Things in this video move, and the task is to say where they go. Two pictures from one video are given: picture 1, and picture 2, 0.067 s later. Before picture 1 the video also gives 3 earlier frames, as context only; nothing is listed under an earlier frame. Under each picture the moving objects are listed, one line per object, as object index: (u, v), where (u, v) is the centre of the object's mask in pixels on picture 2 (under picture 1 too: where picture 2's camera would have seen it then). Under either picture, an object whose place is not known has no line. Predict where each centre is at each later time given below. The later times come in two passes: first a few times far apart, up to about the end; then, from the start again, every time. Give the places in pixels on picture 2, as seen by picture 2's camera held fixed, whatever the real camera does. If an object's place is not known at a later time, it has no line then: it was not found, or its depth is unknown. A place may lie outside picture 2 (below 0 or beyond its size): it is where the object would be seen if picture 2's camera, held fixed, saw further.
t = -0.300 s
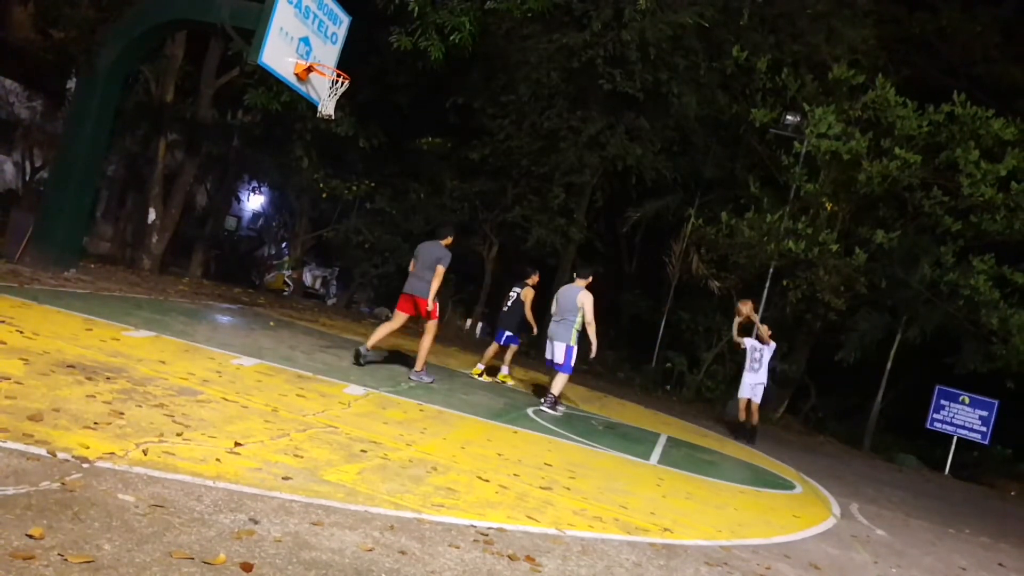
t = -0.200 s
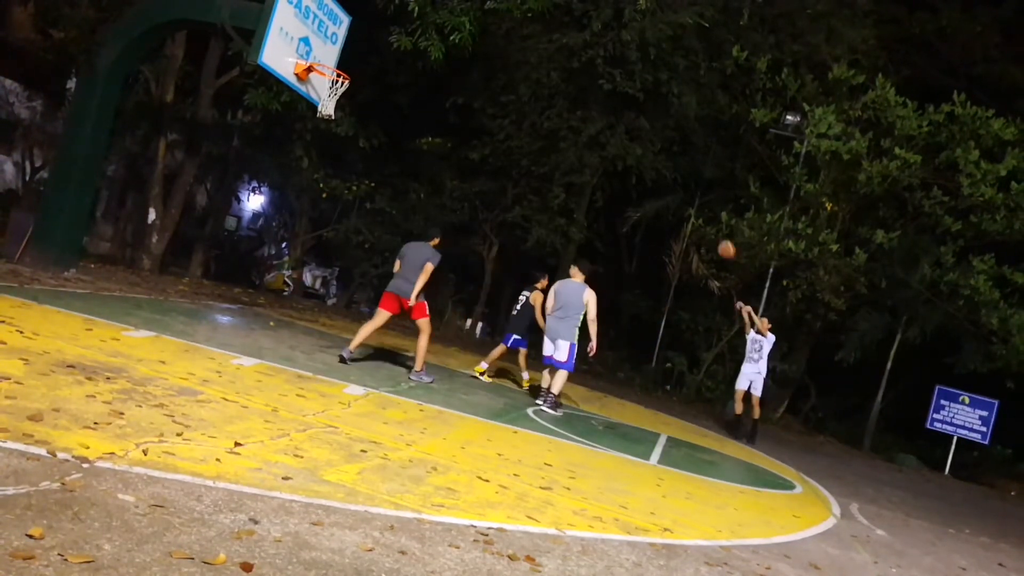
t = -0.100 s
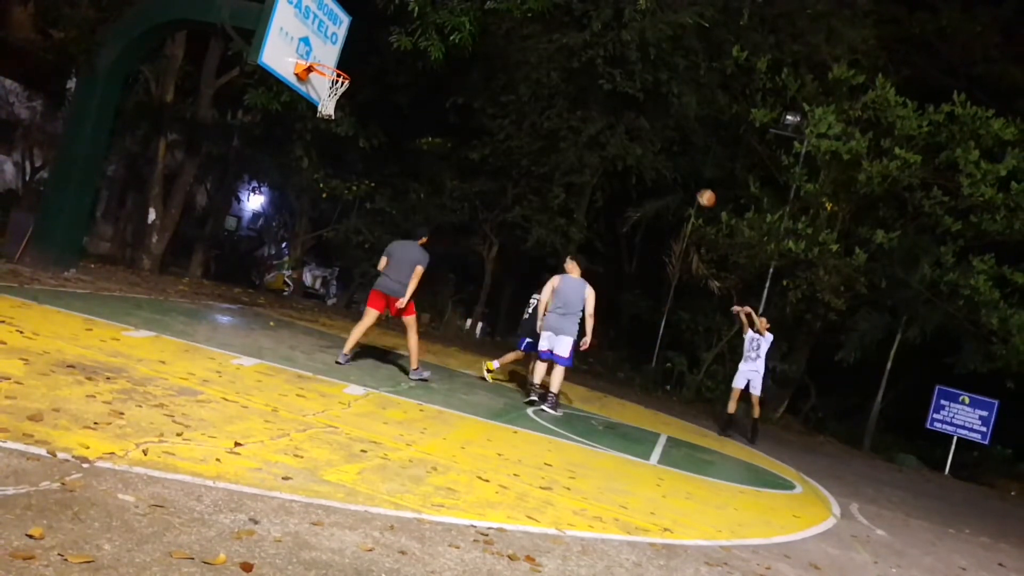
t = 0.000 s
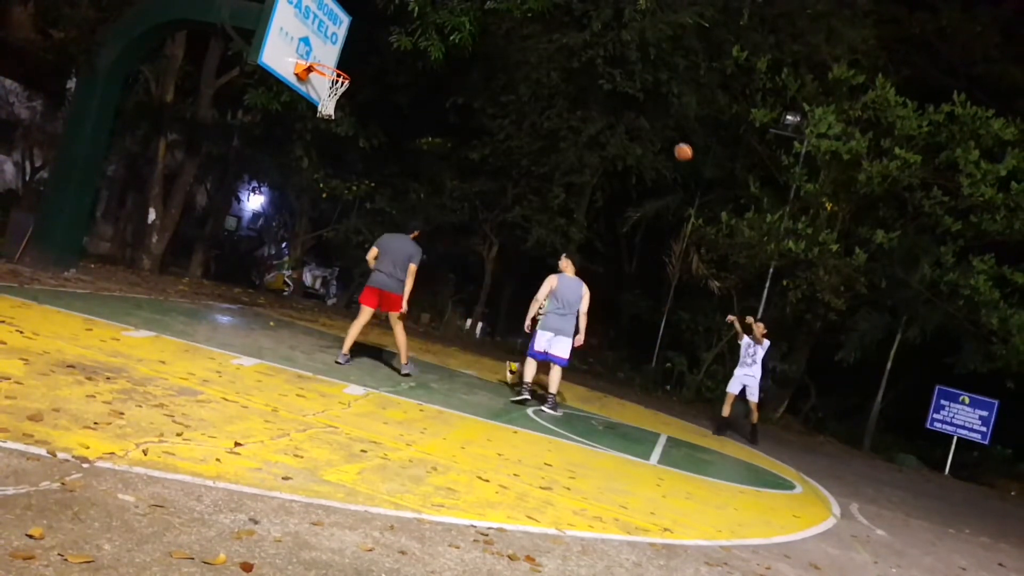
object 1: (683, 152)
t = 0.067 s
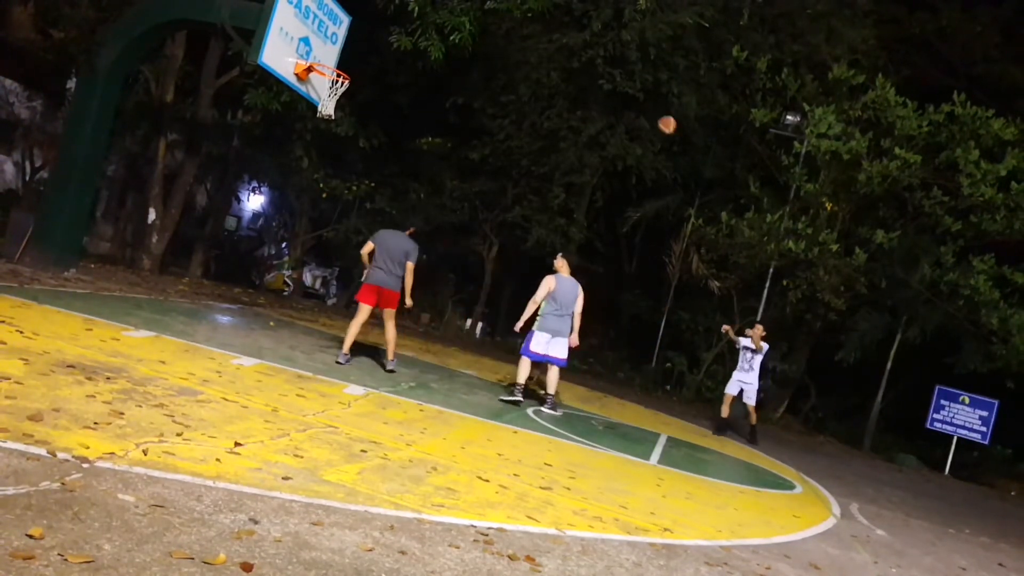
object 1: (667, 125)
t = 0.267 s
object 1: (611, 61)
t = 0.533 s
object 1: (525, 19)
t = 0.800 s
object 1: (412, 29)
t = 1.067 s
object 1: (319, 47)
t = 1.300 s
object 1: (268, 51)
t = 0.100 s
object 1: (658, 112)
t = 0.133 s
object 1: (650, 101)
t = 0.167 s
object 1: (640, 90)
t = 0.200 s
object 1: (631, 79)
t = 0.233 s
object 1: (621, 69)
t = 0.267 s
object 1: (611, 61)
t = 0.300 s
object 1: (601, 52)
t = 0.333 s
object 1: (595, 49)
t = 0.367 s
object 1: (584, 42)
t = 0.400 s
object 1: (573, 36)
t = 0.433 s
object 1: (562, 31)
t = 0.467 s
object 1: (550, 26)
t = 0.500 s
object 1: (538, 22)
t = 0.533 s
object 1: (525, 19)
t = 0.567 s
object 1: (512, 17)
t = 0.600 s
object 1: (499, 16)
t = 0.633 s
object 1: (486, 16)
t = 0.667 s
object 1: (472, 17)
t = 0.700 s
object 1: (458, 18)
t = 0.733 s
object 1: (443, 21)
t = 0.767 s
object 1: (428, 24)
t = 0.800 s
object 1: (412, 29)
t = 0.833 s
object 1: (397, 34)
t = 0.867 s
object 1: (380, 40)
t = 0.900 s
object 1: (363, 47)
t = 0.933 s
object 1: (347, 56)
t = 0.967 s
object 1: (334, 60)
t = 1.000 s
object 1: (330, 55)
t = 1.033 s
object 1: (325, 51)
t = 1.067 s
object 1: (319, 47)
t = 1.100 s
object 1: (313, 45)
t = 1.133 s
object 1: (307, 43)
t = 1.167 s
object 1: (300, 42)
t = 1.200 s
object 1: (292, 43)
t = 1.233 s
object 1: (285, 44)
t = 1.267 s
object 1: (277, 47)
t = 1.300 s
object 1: (268, 51)
